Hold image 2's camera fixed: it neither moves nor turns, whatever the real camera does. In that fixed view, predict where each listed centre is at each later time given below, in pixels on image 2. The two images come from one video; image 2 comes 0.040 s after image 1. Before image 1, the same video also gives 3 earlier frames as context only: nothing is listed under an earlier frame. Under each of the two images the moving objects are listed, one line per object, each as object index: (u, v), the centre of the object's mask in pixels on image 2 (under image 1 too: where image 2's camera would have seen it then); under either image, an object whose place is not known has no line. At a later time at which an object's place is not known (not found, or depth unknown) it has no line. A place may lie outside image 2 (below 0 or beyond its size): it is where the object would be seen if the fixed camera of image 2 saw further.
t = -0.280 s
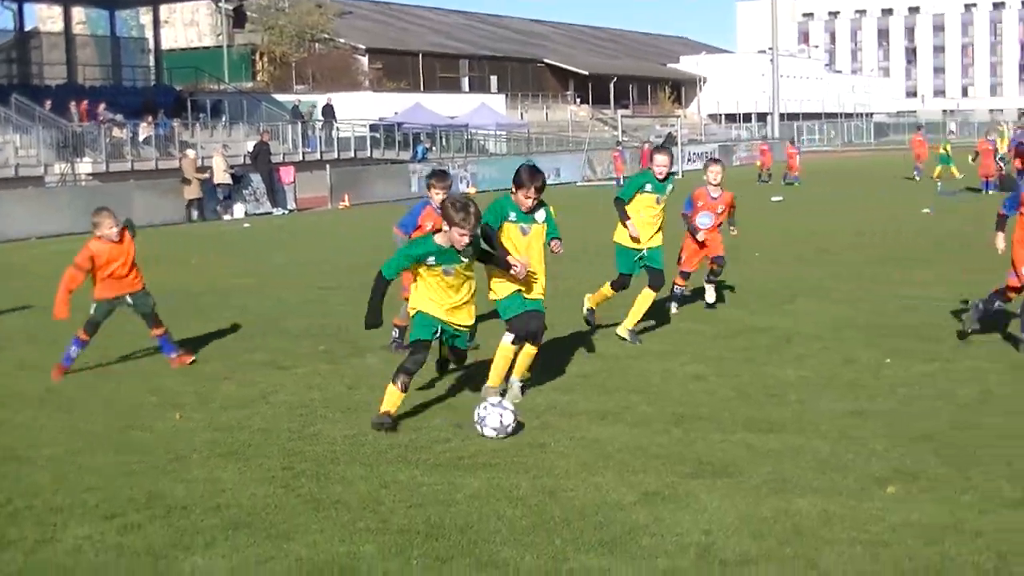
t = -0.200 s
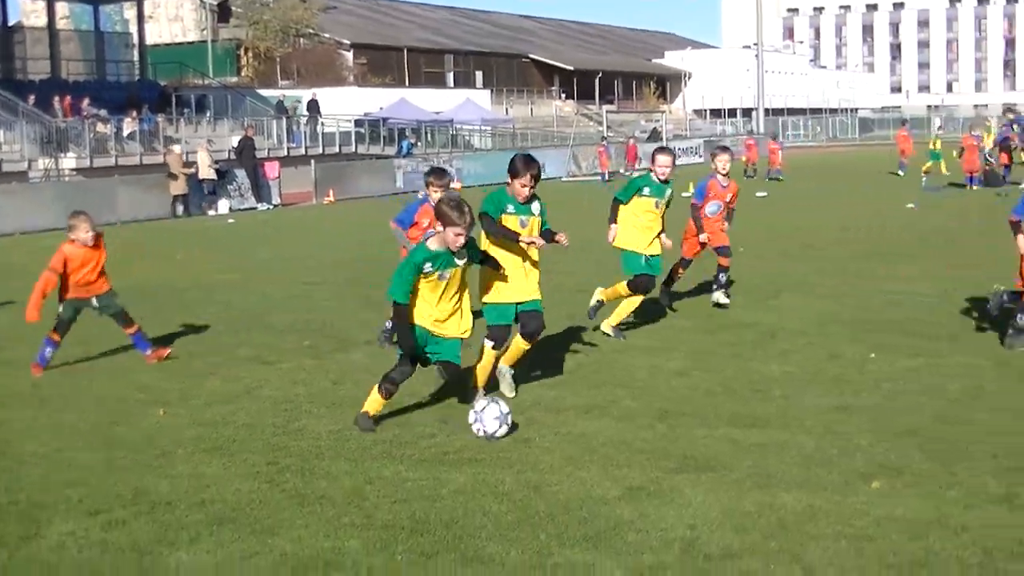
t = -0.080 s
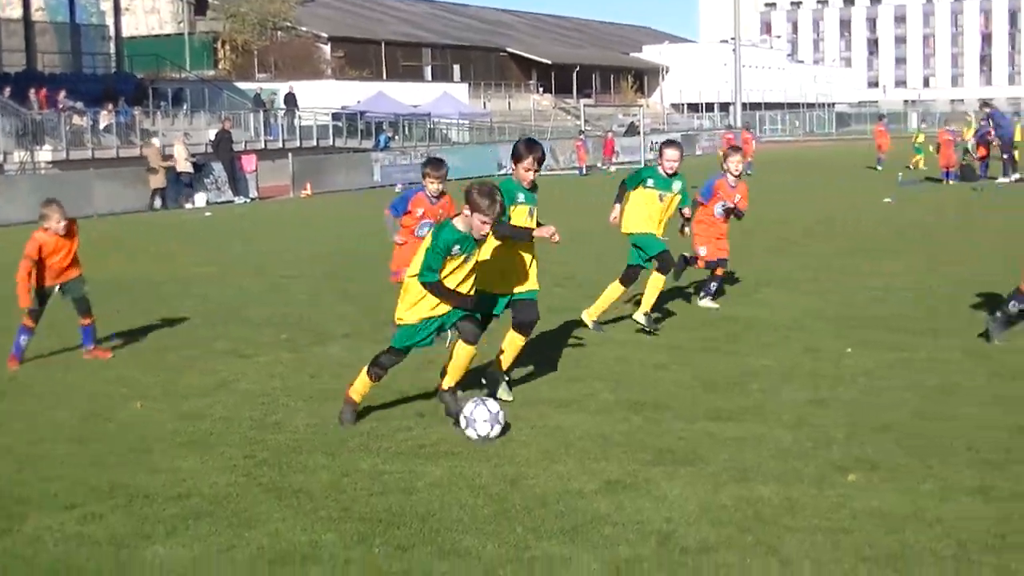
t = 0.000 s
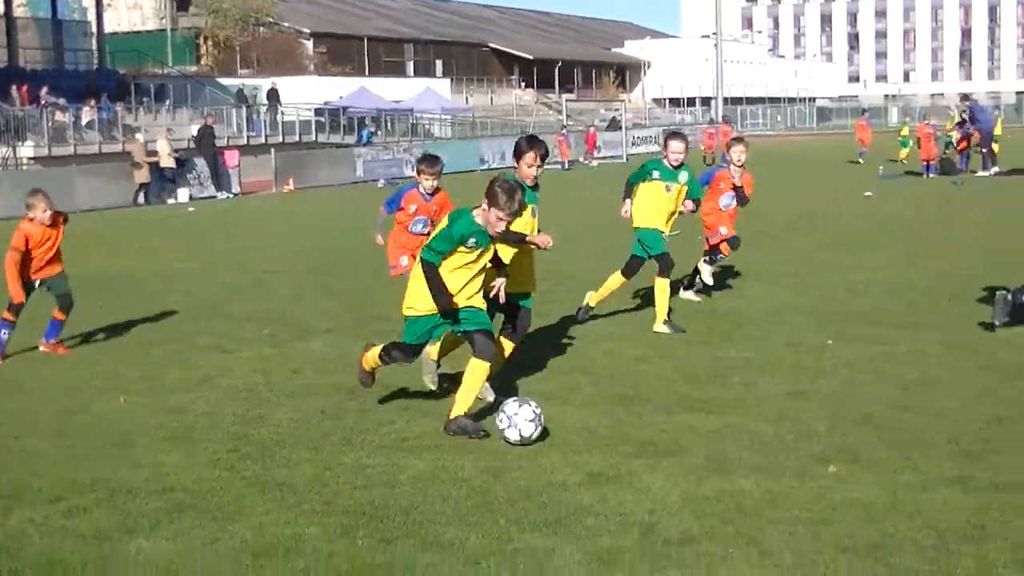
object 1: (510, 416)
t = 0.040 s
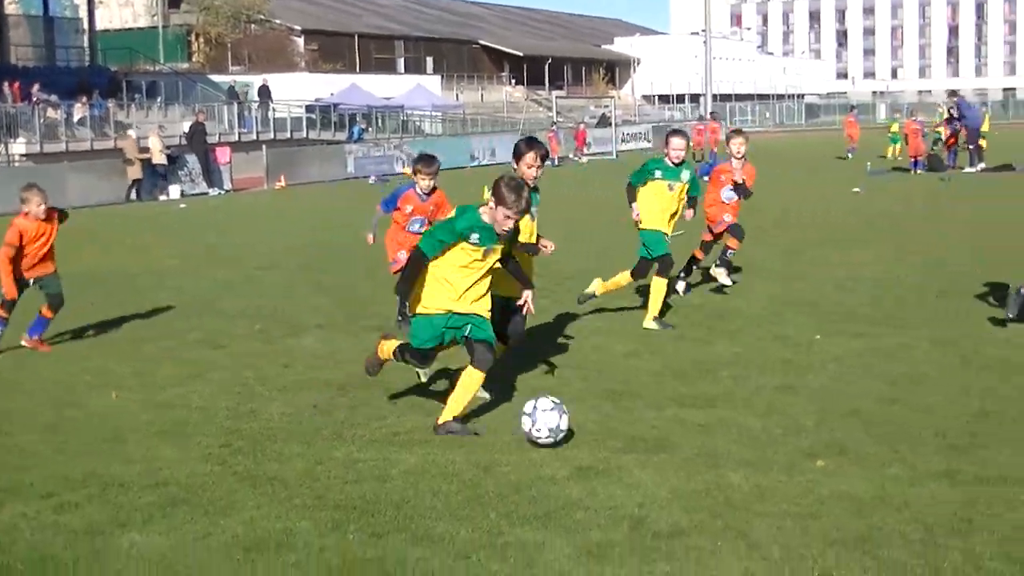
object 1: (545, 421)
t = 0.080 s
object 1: (582, 428)
